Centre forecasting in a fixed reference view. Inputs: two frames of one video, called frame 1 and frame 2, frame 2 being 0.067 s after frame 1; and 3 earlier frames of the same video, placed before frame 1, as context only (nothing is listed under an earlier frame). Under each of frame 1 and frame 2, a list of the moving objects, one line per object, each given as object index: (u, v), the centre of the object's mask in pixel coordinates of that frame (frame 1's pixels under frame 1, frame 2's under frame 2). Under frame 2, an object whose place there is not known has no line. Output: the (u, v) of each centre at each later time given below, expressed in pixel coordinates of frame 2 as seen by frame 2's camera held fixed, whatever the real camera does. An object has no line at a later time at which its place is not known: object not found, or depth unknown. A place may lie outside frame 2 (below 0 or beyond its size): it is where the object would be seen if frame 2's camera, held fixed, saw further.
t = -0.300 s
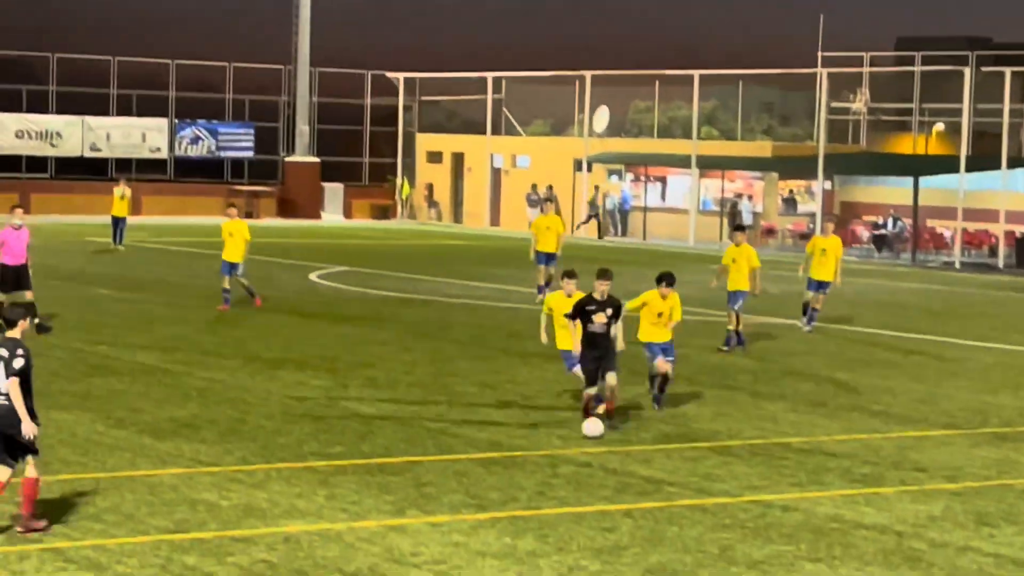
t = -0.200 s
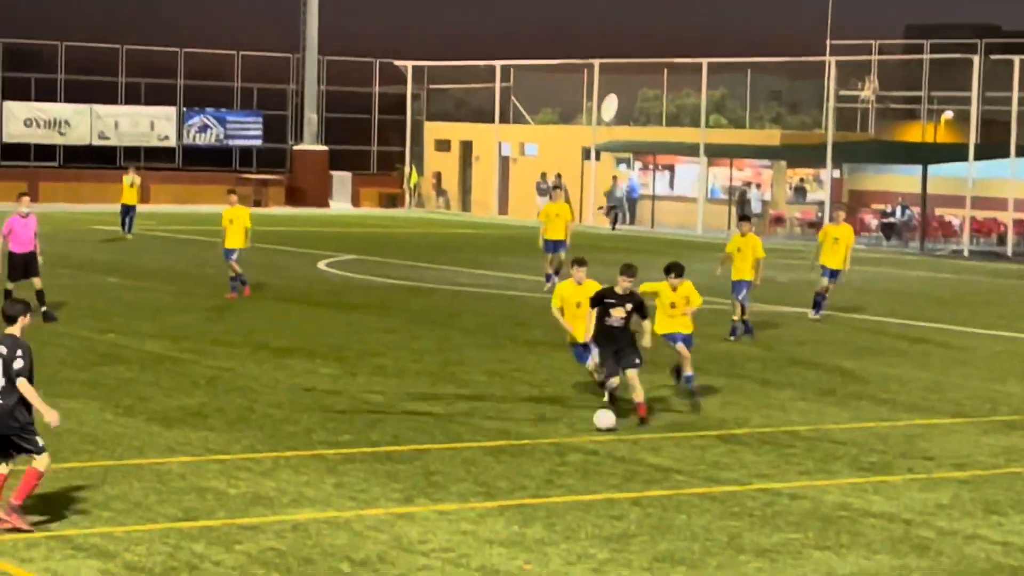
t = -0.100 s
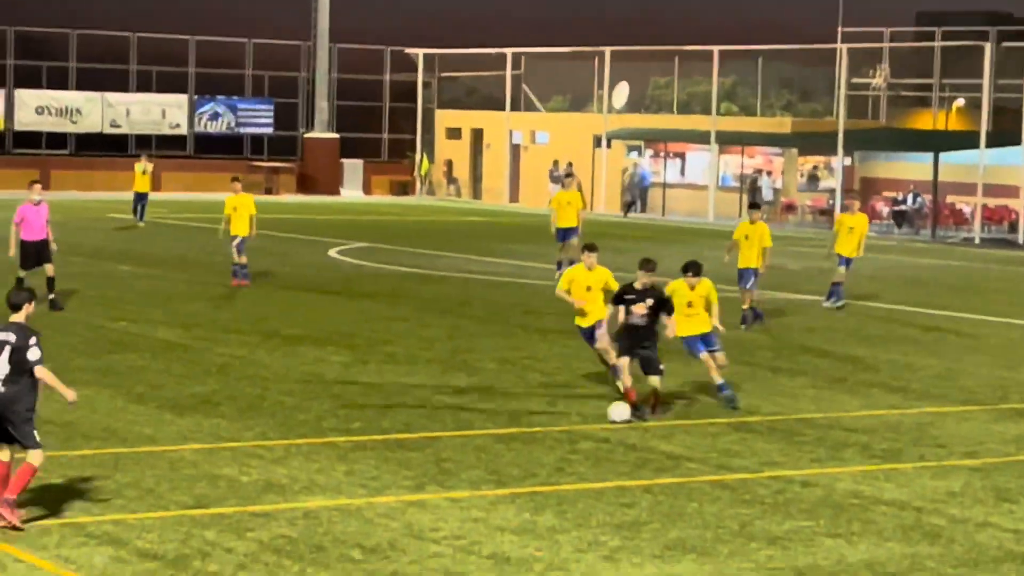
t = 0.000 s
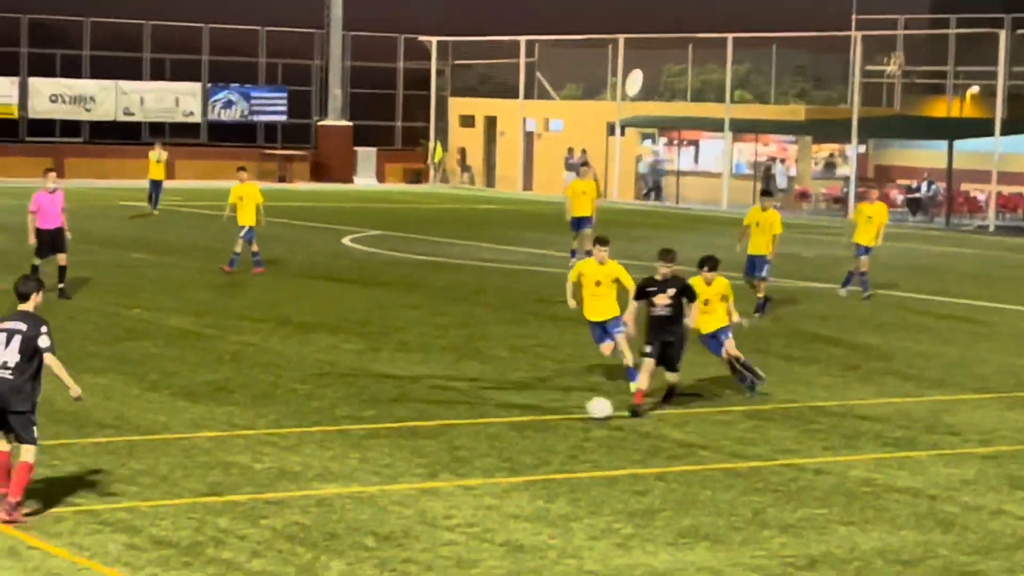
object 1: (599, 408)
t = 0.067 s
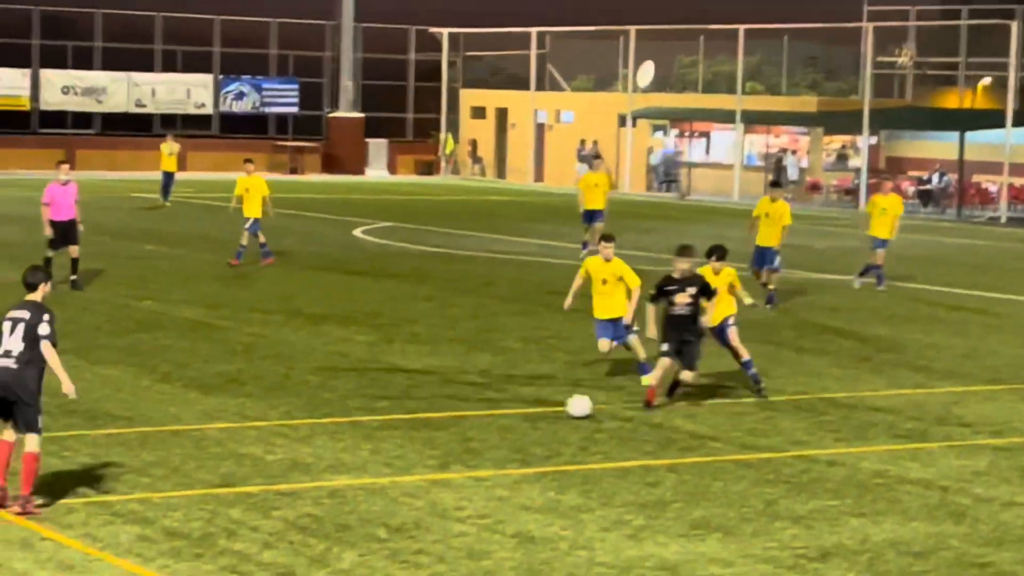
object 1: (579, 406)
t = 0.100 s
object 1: (563, 410)
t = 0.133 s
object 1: (548, 412)
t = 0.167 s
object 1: (533, 415)
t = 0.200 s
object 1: (517, 418)
